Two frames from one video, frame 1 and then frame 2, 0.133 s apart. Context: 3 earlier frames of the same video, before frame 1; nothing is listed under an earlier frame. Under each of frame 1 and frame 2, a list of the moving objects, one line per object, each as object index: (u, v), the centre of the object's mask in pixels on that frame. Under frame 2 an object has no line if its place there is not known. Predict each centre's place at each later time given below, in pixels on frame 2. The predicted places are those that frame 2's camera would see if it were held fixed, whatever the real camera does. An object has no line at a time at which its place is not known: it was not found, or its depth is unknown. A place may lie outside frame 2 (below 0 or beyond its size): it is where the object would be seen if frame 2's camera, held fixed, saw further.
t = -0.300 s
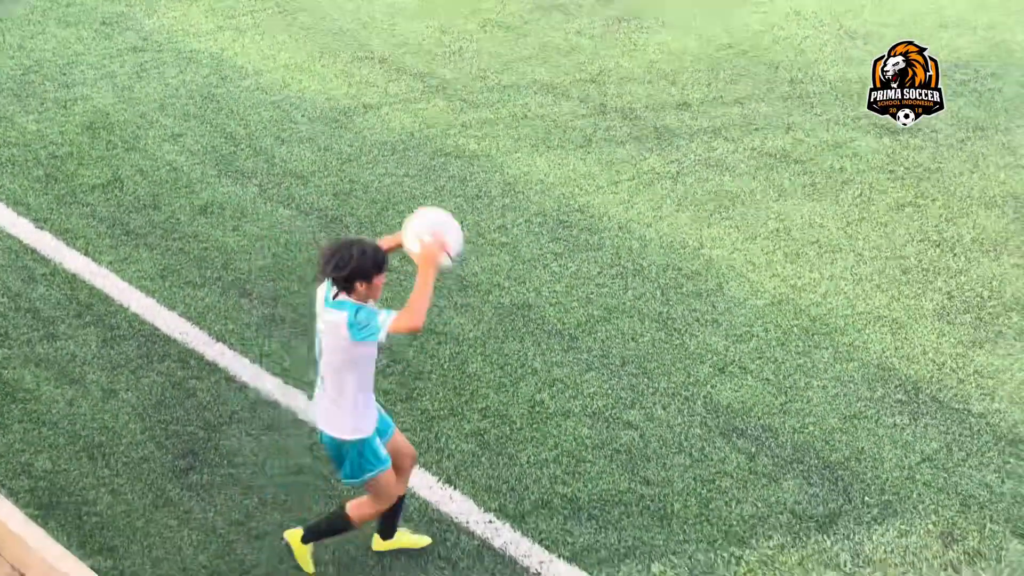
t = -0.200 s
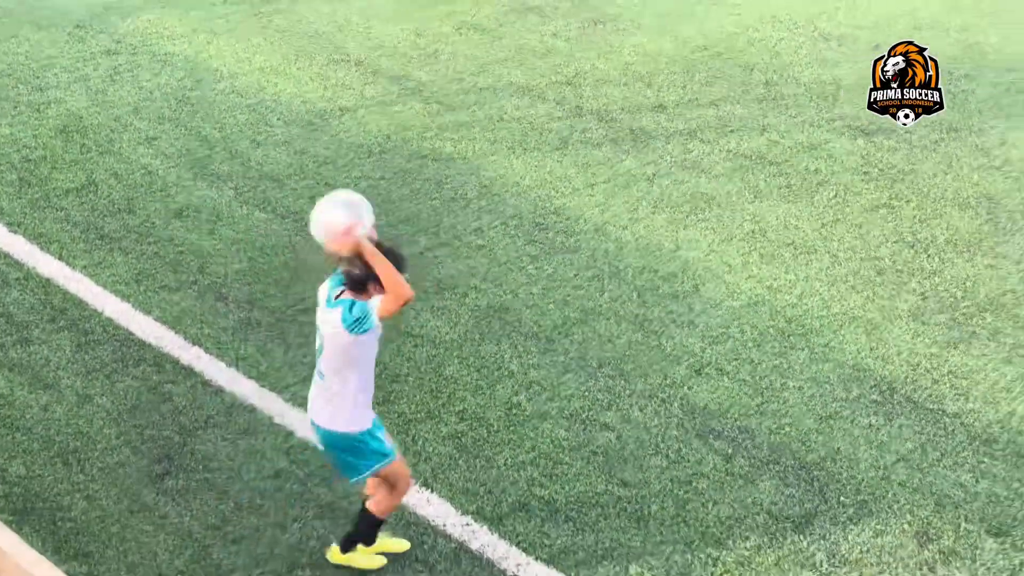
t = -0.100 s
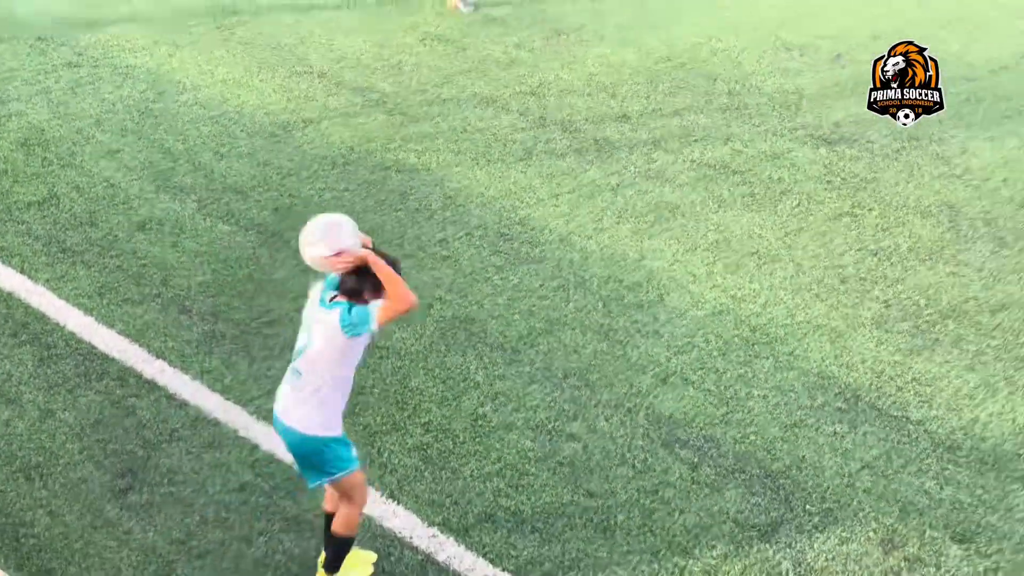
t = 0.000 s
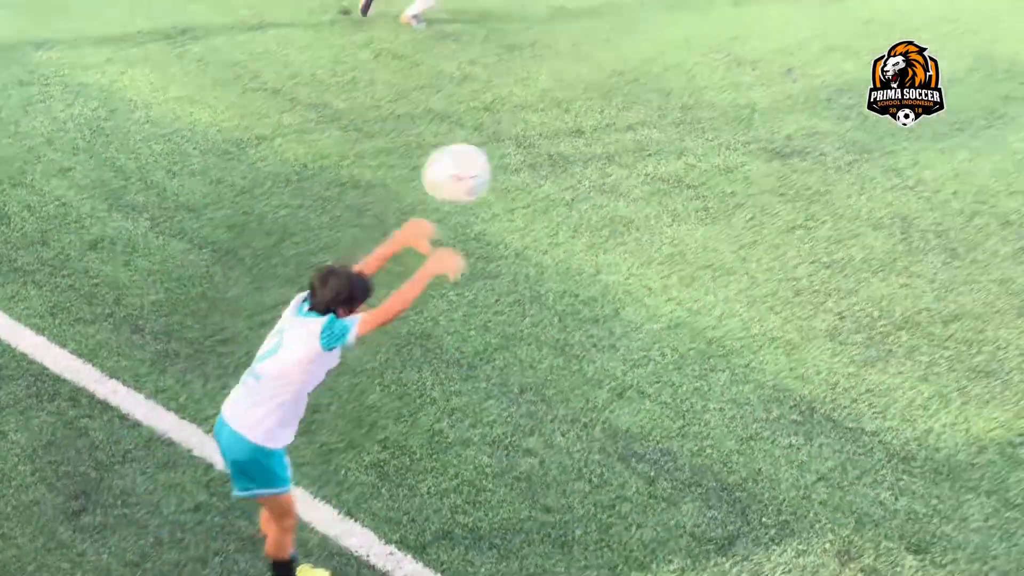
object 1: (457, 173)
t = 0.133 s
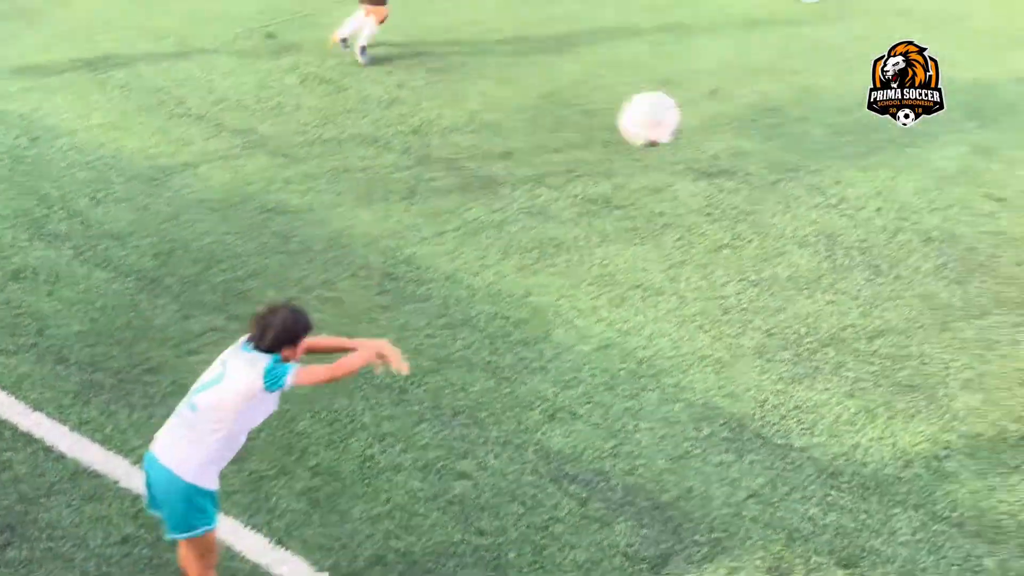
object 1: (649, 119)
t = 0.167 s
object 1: (707, 109)
